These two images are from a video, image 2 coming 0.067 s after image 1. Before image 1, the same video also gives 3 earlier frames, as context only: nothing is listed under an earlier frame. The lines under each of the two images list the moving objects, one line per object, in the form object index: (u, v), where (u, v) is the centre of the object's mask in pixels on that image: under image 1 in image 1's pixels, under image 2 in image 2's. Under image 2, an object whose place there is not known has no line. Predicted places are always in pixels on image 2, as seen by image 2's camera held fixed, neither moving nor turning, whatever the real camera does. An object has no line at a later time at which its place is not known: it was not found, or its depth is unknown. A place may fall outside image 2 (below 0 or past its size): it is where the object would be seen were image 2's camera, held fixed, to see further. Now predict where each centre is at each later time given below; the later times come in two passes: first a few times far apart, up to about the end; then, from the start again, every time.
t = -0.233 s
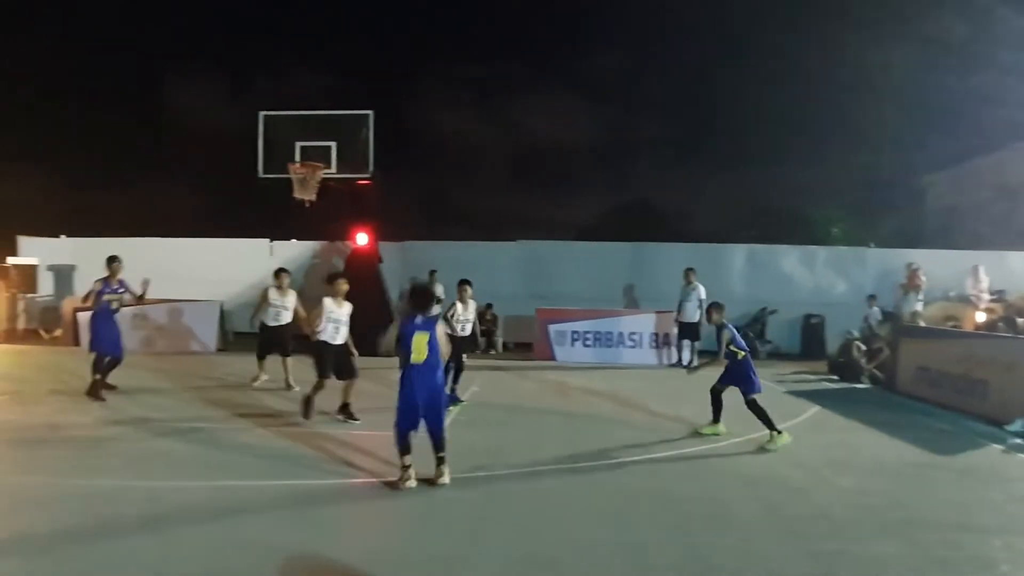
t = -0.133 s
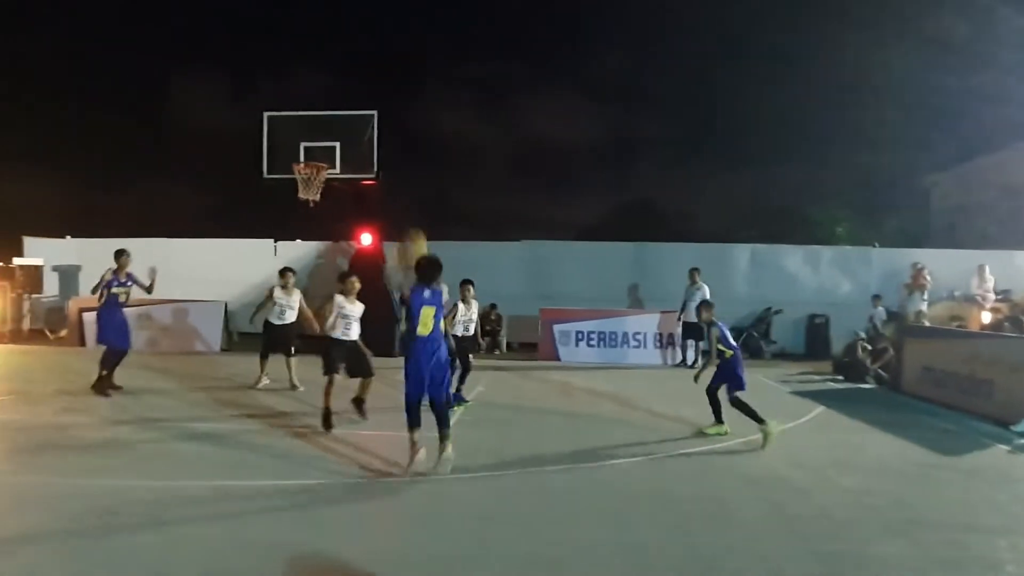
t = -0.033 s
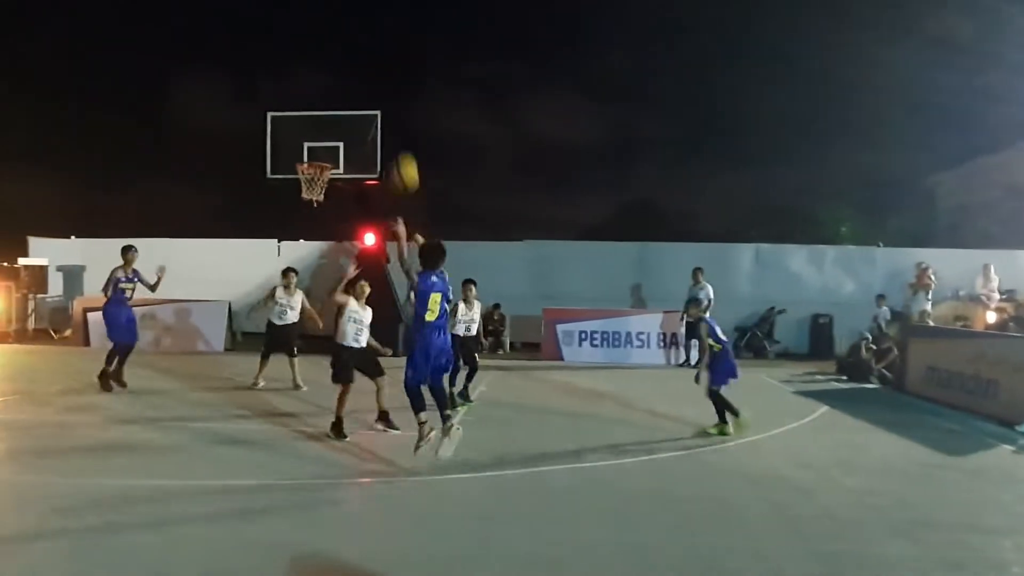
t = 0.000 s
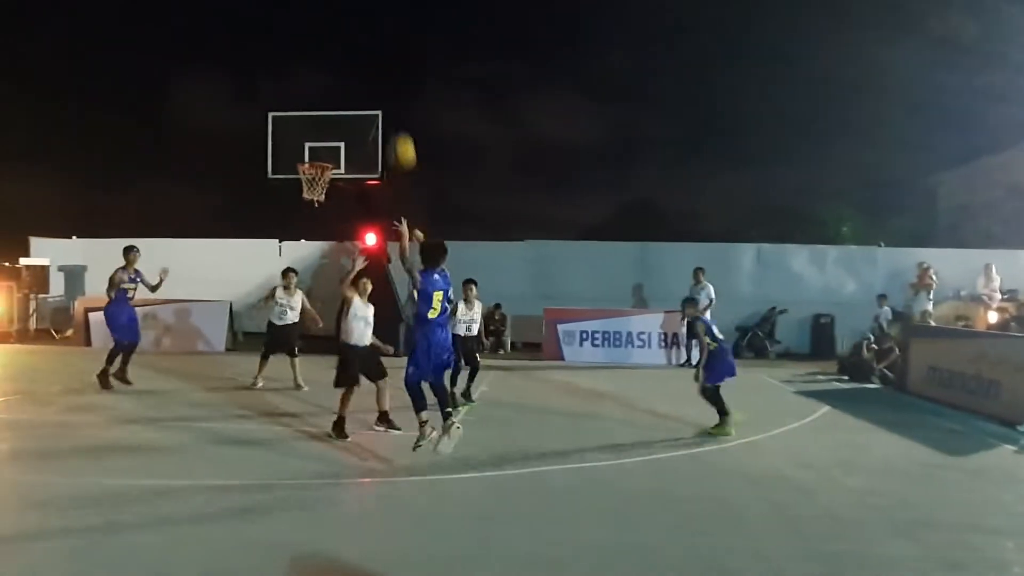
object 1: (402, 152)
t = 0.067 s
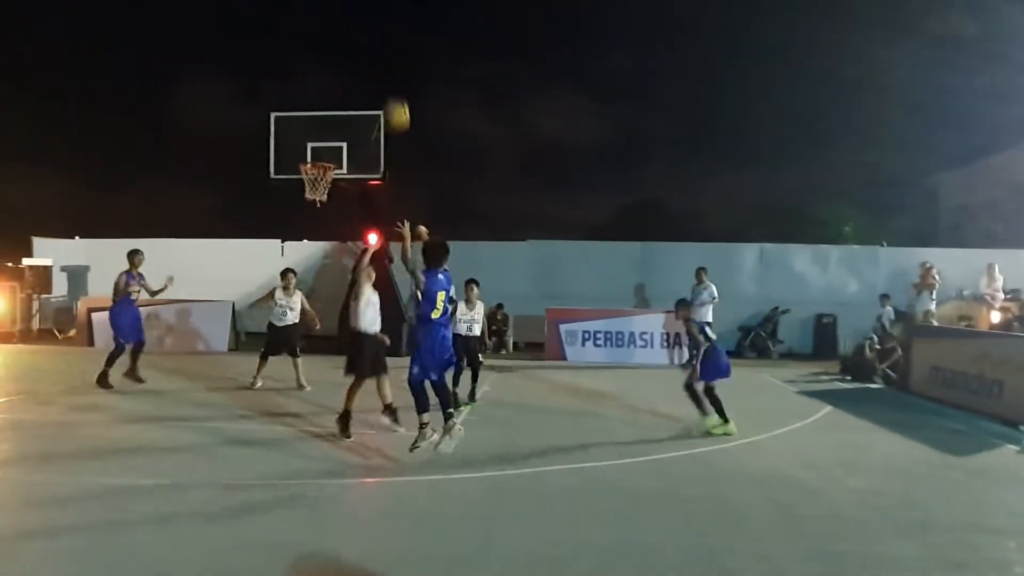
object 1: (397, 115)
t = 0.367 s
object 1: (368, 32)
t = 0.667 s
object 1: (348, 47)
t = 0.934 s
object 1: (335, 110)
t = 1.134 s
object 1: (316, 154)
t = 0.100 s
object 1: (393, 99)
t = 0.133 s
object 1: (390, 85)
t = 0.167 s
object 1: (385, 74)
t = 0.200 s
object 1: (382, 63)
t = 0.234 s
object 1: (379, 54)
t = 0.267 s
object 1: (376, 47)
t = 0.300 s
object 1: (374, 41)
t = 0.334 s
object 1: (371, 36)
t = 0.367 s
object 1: (368, 32)
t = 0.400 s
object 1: (365, 31)
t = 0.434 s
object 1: (363, 29)
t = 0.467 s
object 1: (361, 29)
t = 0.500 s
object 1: (358, 30)
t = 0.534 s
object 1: (356, 31)
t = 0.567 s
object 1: (354, 34)
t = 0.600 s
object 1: (352, 37)
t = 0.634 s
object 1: (350, 42)
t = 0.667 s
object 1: (348, 47)
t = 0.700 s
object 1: (346, 53)
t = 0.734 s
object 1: (344, 59)
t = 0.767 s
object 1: (342, 66)
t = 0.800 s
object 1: (340, 74)
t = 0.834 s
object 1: (339, 82)
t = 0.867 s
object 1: (338, 91)
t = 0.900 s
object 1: (336, 100)
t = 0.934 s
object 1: (335, 110)
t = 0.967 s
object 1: (333, 121)
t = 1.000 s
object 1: (330, 132)
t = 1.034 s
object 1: (329, 144)
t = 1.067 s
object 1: (328, 155)
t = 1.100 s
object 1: (324, 158)
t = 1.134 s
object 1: (316, 154)
